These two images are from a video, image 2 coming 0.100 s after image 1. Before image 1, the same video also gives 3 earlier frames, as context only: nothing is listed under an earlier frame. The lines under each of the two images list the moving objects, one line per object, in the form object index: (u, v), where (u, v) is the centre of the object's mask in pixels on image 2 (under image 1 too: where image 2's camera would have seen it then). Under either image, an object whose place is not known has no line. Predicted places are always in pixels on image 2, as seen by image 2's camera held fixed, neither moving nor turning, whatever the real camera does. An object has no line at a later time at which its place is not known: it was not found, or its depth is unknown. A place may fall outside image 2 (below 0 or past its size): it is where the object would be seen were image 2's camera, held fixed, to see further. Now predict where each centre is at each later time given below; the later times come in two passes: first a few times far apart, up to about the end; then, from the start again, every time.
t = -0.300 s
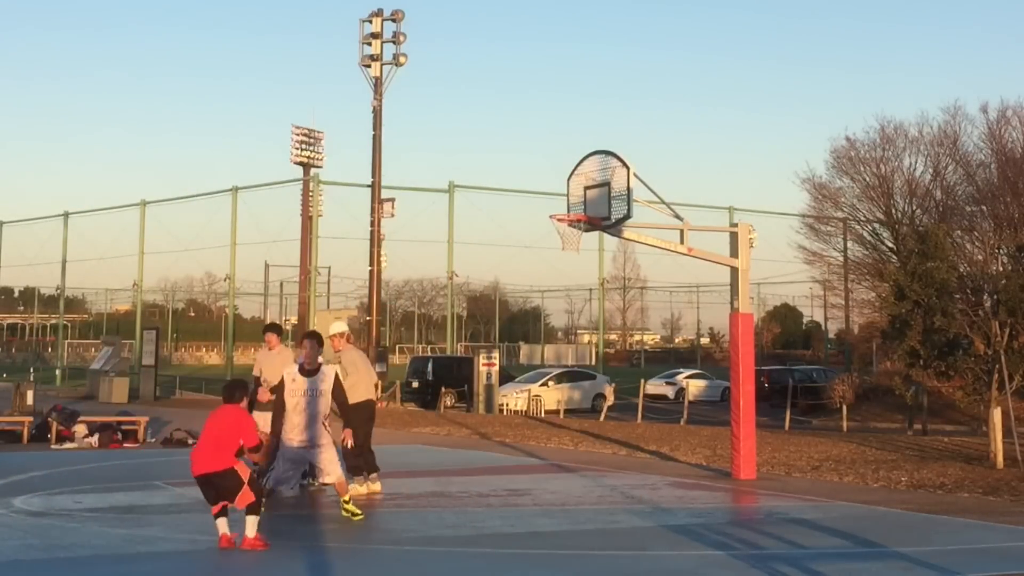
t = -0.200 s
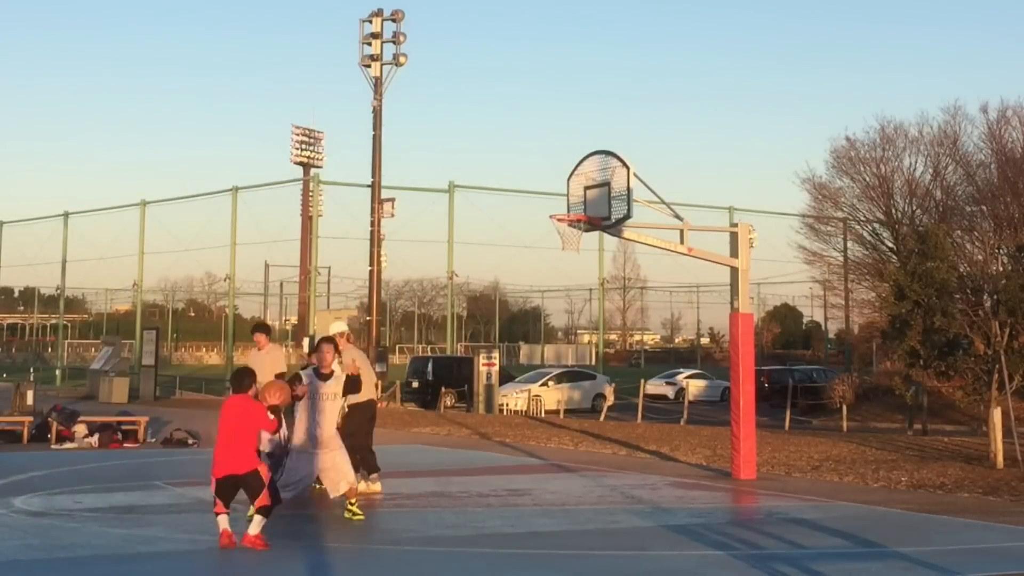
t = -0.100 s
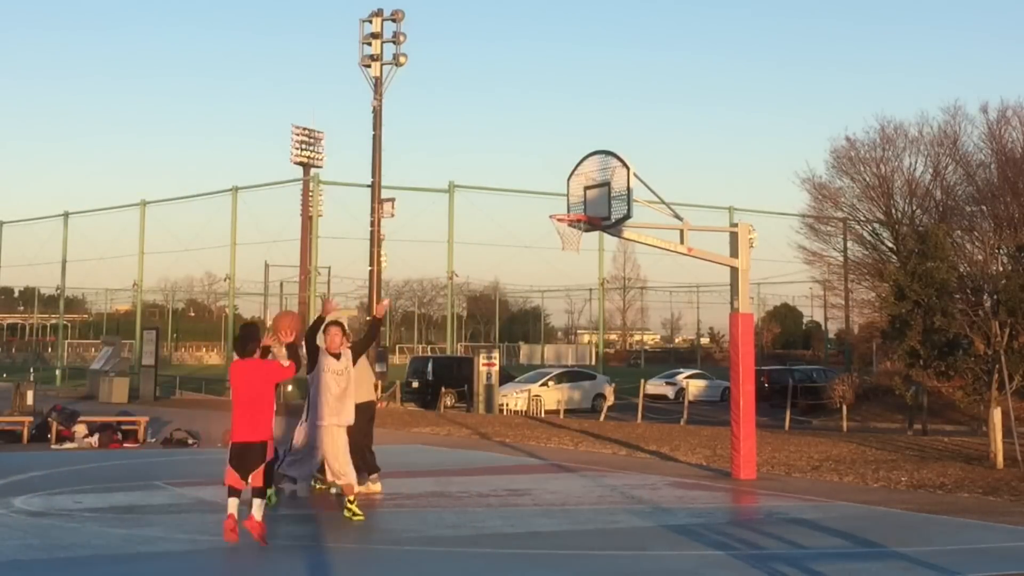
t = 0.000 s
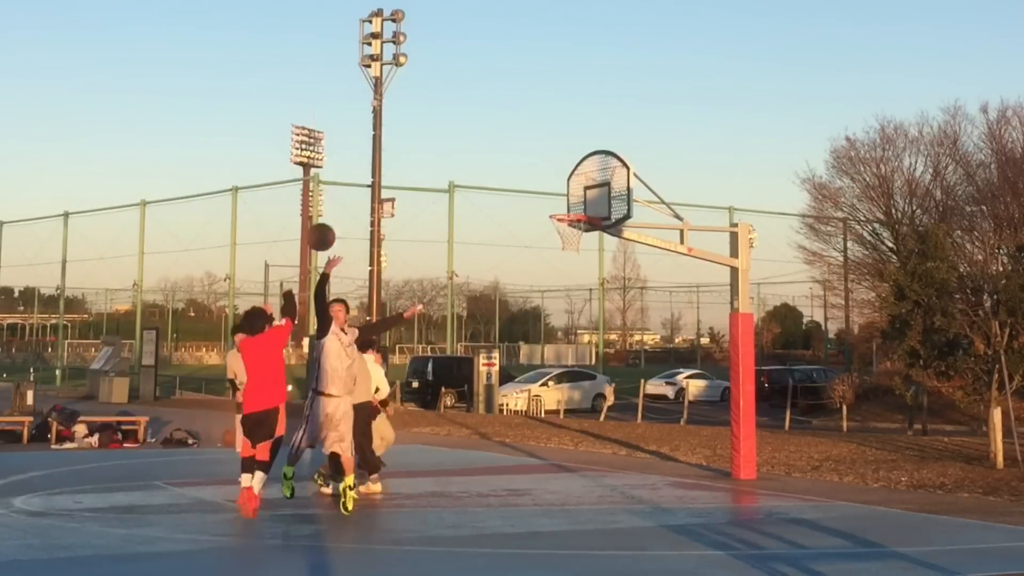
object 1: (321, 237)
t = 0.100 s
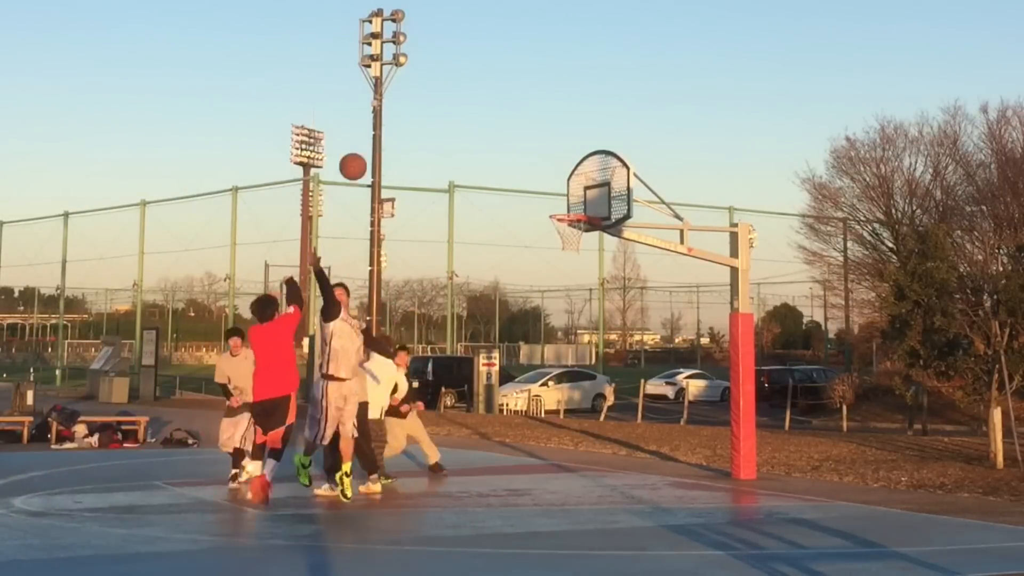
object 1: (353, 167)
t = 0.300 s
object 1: (409, 71)
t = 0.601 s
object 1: (477, 18)
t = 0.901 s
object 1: (531, 51)
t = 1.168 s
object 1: (571, 140)
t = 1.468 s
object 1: (574, 176)
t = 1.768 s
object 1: (537, 169)
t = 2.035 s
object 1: (504, 223)
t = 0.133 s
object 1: (362, 146)
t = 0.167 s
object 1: (373, 128)
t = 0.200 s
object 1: (382, 111)
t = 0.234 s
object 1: (392, 96)
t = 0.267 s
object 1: (400, 82)
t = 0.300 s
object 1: (409, 71)
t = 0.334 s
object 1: (418, 59)
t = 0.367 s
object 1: (426, 50)
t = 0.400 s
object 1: (434, 42)
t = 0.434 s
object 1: (442, 35)
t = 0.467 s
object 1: (449, 29)
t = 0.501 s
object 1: (456, 24)
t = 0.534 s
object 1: (463, 21)
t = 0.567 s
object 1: (470, 19)
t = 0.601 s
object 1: (477, 18)
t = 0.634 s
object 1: (484, 17)
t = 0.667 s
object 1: (490, 18)
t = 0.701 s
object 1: (496, 20)
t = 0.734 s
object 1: (502, 23)
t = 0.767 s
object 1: (508, 27)
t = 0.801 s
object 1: (514, 32)
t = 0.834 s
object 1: (520, 38)
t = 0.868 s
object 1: (525, 44)
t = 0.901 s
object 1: (531, 51)
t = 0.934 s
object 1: (536, 60)
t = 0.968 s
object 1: (541, 69)
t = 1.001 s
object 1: (546, 79)
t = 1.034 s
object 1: (551, 89)
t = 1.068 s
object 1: (556, 101)
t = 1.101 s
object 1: (561, 113)
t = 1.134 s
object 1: (566, 126)
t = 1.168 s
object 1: (571, 140)
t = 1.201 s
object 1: (575, 154)
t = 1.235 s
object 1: (580, 169)
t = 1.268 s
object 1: (585, 185)
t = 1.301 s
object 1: (589, 201)
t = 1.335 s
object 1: (591, 203)
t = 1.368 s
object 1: (586, 195)
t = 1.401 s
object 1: (582, 188)
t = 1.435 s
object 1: (578, 182)
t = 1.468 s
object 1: (574, 176)
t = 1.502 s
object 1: (569, 172)
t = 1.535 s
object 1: (566, 168)
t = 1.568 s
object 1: (561, 166)
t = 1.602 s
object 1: (557, 164)
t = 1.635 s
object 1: (553, 163)
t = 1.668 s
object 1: (549, 163)
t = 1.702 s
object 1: (545, 164)
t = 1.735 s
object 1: (541, 166)
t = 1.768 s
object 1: (537, 169)
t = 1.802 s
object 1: (533, 172)
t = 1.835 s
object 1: (529, 177)
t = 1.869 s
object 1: (525, 183)
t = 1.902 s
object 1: (521, 189)
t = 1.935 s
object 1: (517, 196)
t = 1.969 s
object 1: (512, 205)
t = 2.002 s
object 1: (508, 213)
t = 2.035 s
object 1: (504, 223)
